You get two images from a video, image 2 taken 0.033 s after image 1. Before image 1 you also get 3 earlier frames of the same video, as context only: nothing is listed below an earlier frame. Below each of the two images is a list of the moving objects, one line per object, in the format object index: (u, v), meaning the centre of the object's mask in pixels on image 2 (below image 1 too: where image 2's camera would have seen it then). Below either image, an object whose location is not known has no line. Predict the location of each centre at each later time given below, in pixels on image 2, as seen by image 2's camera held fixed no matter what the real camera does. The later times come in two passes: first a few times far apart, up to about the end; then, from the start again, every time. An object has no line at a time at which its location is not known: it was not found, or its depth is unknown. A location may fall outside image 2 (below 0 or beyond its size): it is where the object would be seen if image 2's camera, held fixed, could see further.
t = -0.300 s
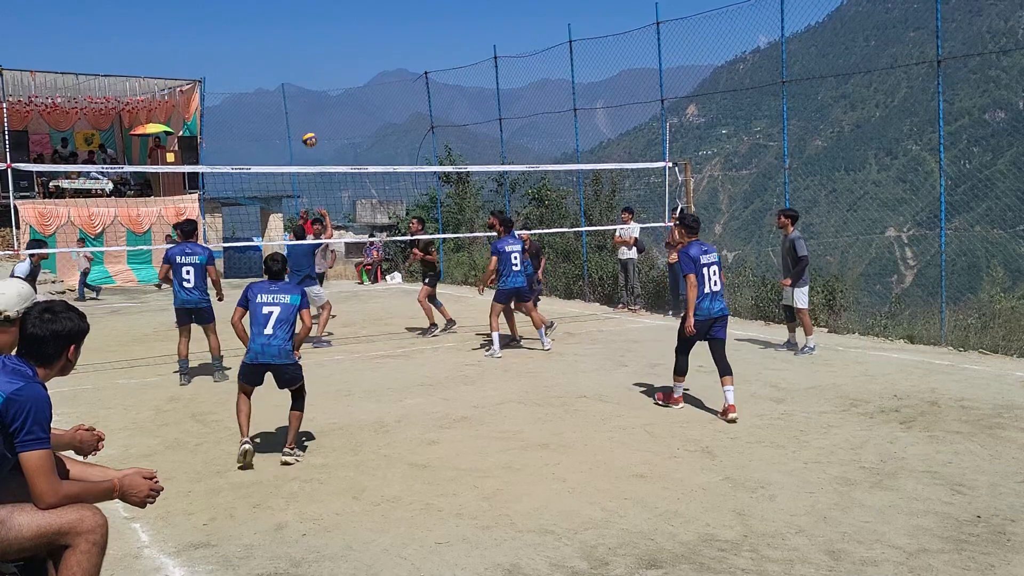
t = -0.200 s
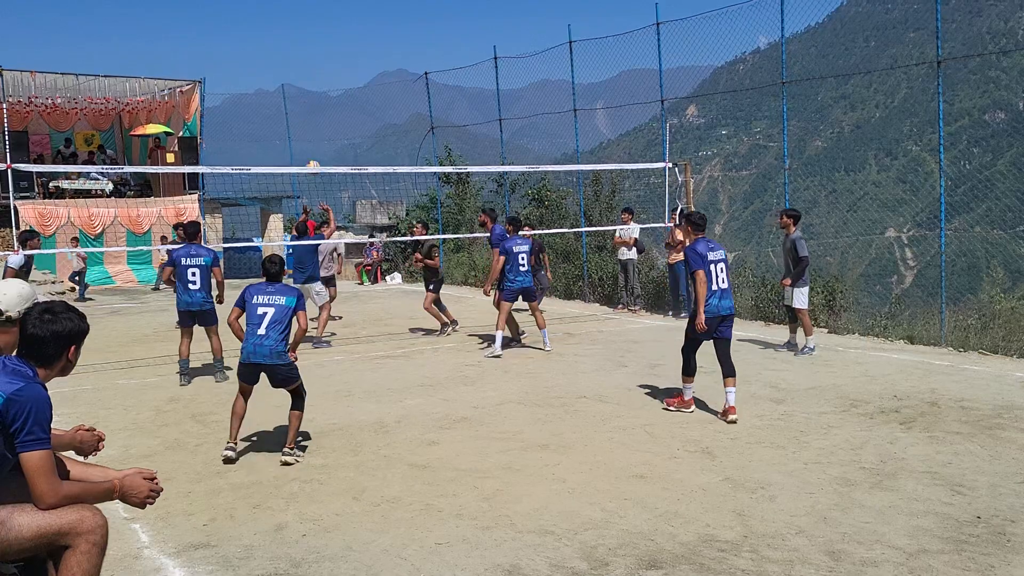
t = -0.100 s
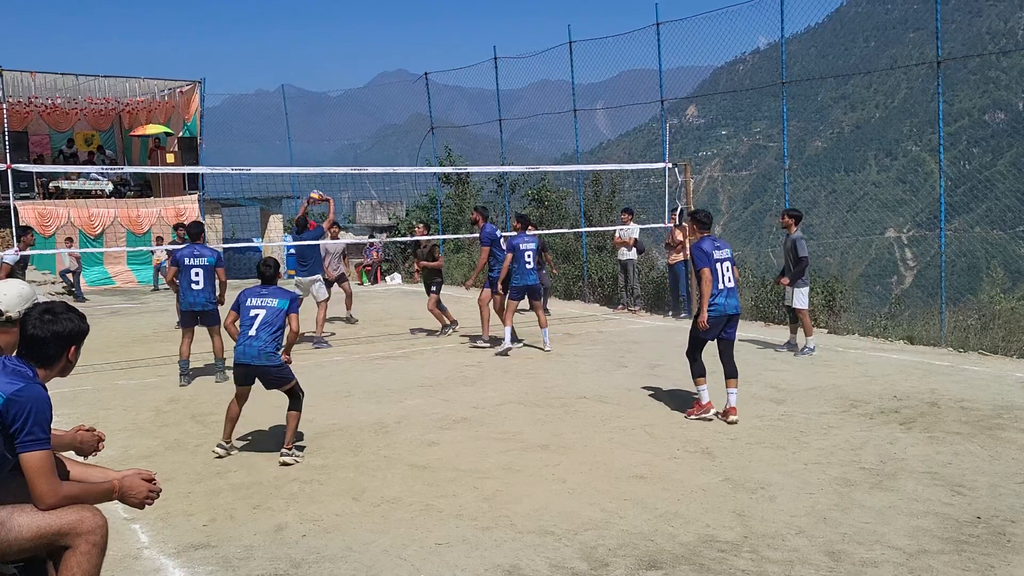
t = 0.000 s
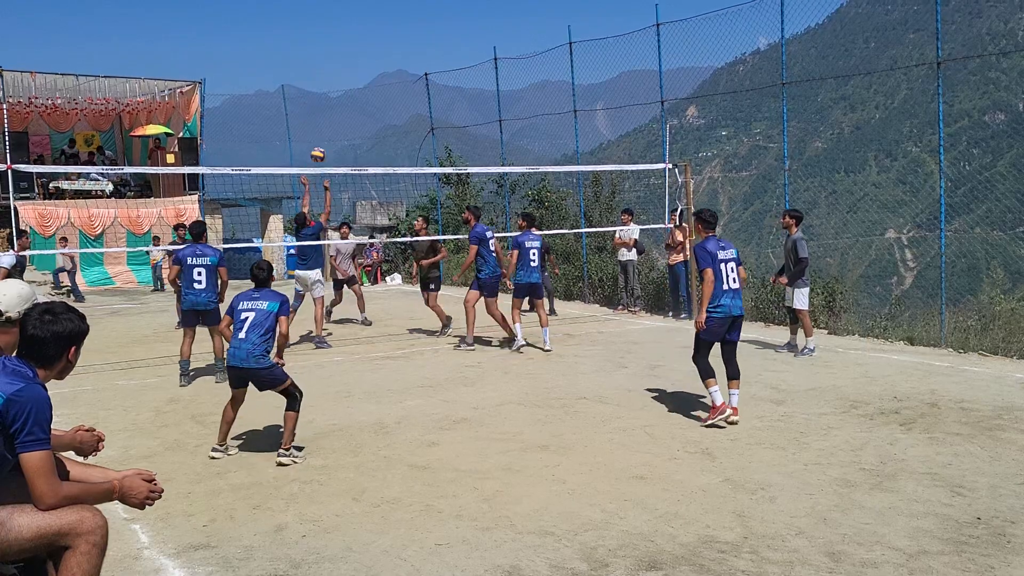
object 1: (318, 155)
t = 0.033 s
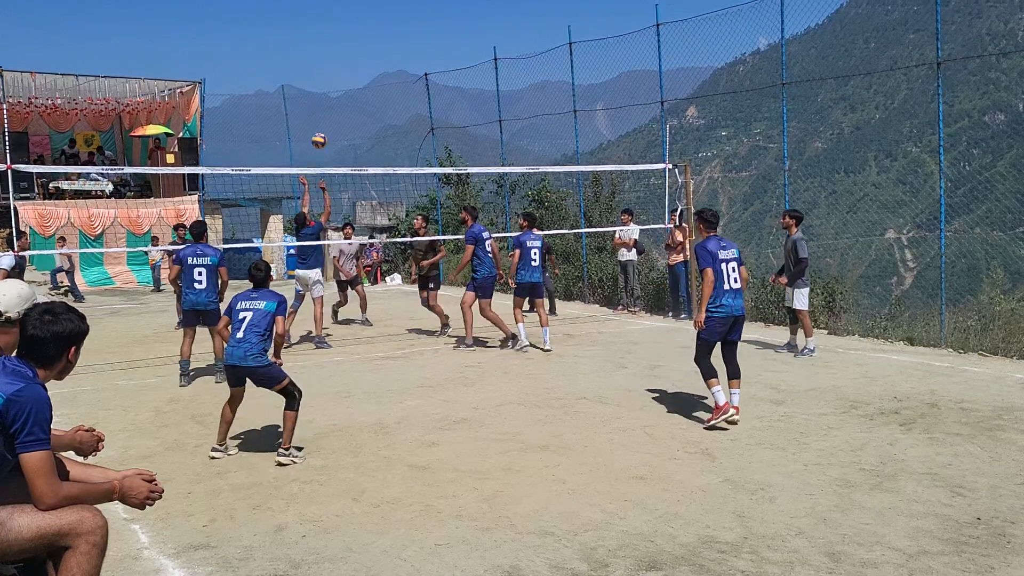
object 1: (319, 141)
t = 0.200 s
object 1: (325, 81)
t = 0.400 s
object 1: (330, 37)
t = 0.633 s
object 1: (338, 24)
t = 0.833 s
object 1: (345, 44)
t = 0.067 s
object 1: (320, 127)
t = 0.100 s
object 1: (321, 114)
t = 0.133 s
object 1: (323, 102)
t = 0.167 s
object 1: (324, 91)
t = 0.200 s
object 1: (325, 81)
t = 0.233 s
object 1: (326, 71)
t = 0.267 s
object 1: (326, 63)
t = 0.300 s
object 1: (328, 55)
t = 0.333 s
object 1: (329, 48)
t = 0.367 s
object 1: (330, 42)
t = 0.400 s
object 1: (330, 37)
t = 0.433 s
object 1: (331, 32)
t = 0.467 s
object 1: (332, 29)
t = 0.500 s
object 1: (333, 26)
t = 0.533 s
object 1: (335, 24)
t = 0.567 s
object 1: (336, 23)
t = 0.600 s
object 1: (337, 23)
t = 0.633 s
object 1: (338, 24)
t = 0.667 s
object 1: (339, 25)
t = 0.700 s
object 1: (340, 27)
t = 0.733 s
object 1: (341, 30)
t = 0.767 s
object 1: (342, 34)
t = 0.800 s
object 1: (344, 39)
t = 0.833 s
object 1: (345, 44)
